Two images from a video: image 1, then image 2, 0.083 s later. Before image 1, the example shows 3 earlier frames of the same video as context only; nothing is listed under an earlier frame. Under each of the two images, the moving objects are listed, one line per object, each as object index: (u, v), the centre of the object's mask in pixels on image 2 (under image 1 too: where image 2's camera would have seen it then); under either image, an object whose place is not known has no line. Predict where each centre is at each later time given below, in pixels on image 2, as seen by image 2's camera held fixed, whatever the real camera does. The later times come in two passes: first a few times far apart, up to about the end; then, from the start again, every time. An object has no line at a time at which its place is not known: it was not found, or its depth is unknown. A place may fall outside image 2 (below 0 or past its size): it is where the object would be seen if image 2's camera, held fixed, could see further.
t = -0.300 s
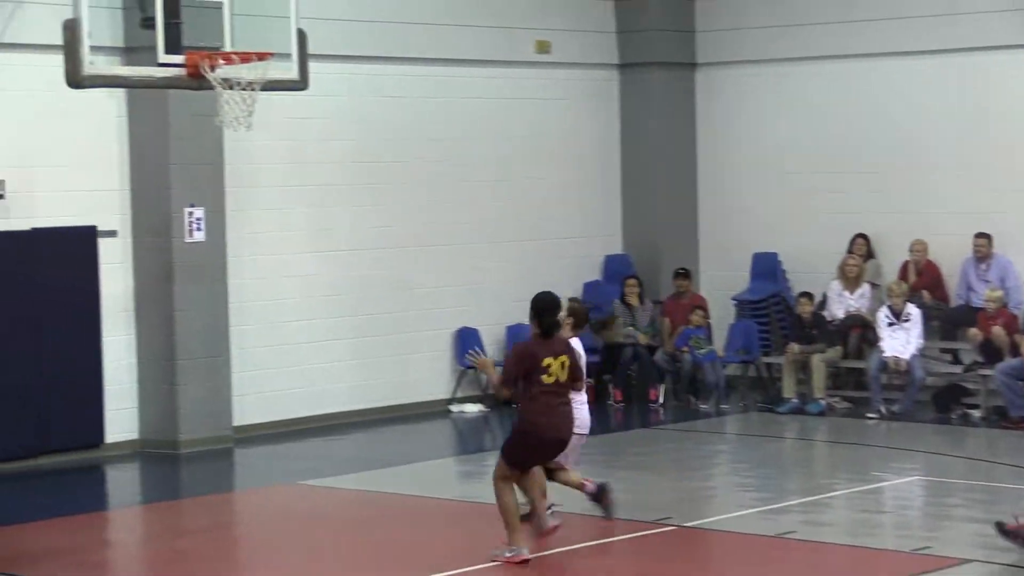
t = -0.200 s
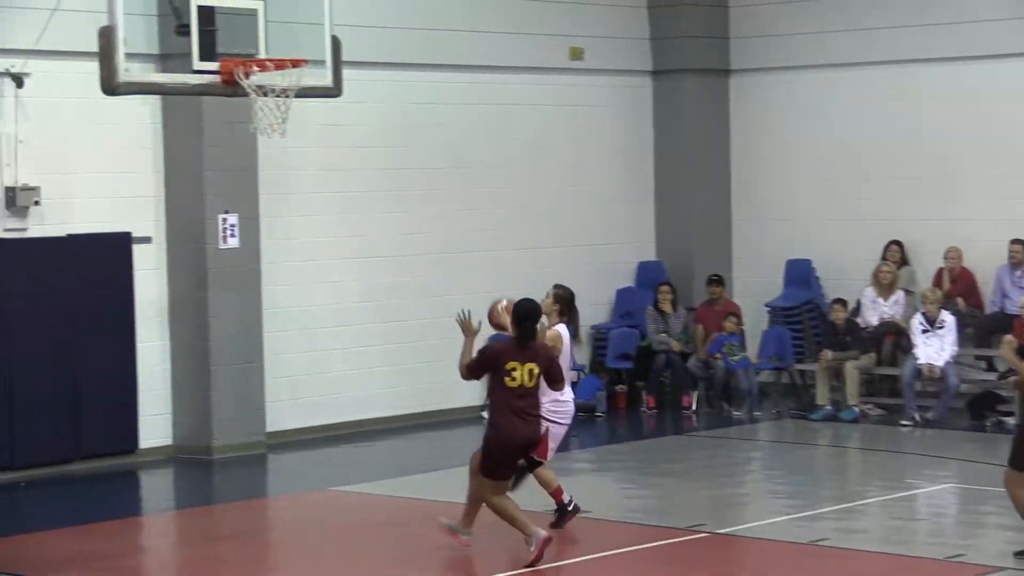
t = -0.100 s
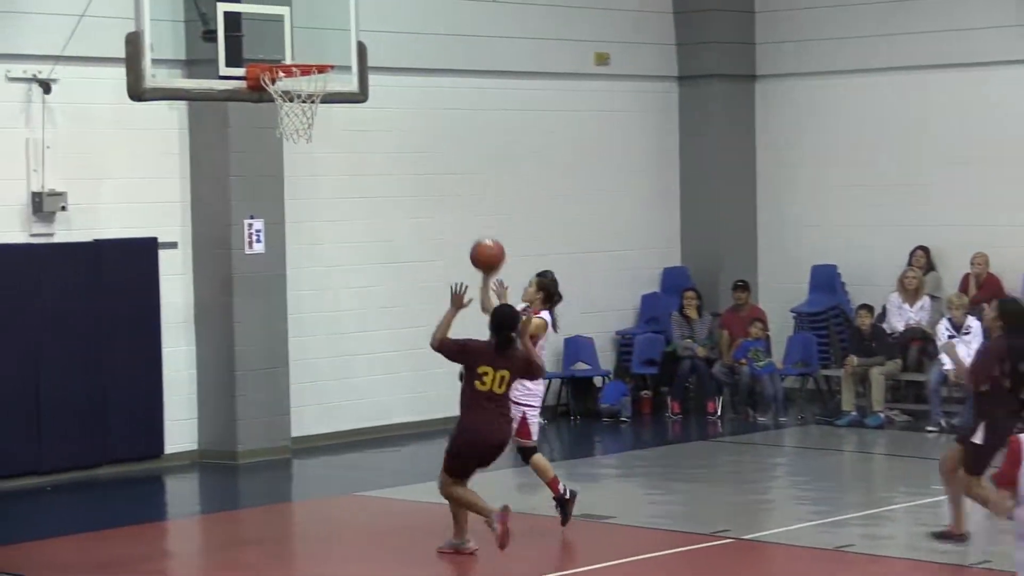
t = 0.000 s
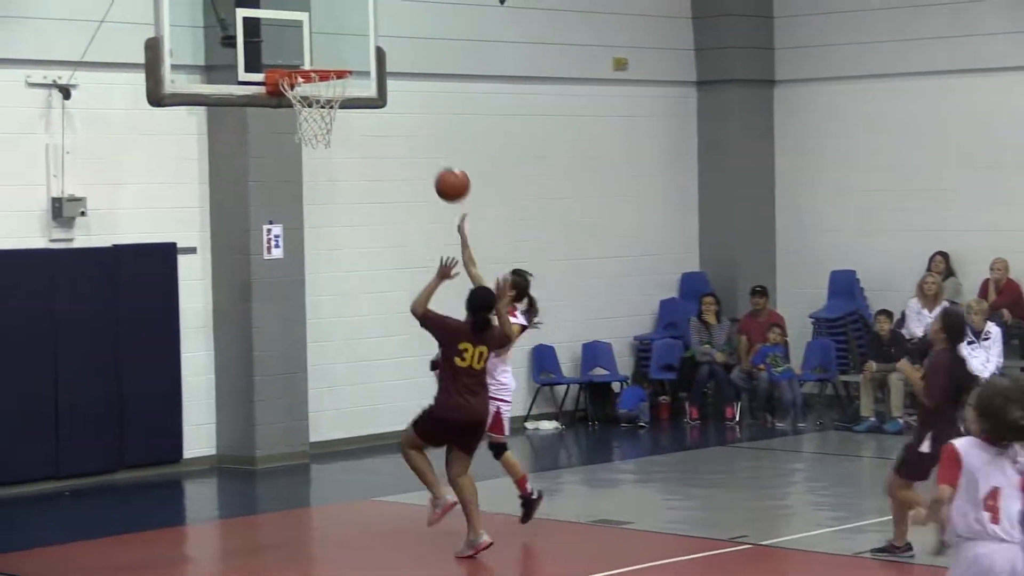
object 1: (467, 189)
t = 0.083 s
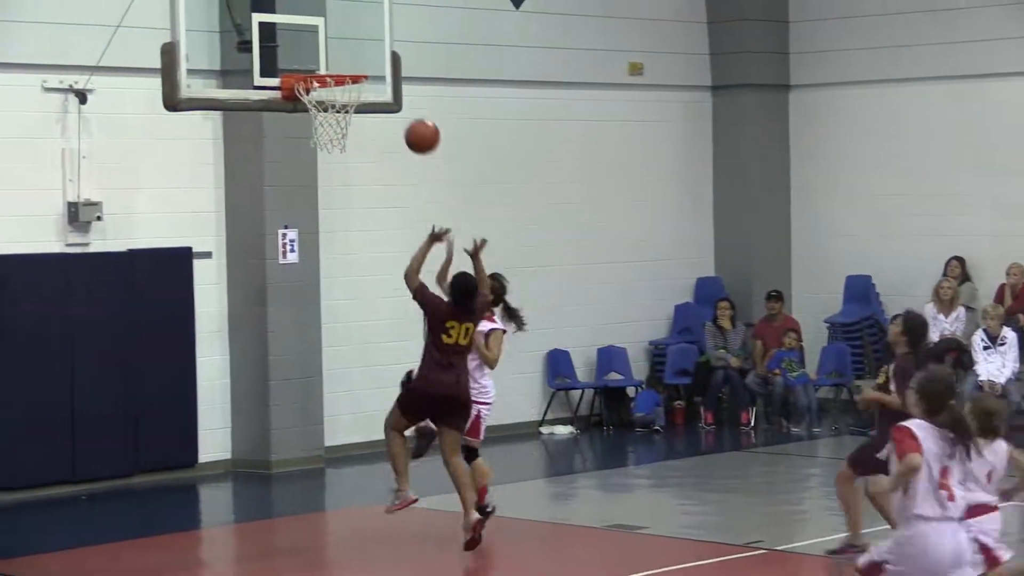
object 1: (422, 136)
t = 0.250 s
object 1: (342, 62)
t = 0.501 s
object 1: (356, 59)
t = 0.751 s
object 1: (373, 155)
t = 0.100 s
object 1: (413, 127)
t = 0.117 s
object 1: (404, 118)
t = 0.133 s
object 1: (395, 110)
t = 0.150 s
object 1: (386, 101)
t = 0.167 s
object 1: (379, 96)
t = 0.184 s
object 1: (373, 87)
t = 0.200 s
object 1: (364, 76)
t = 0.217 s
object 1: (351, 66)
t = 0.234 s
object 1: (342, 64)
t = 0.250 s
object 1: (342, 62)
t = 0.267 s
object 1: (344, 60)
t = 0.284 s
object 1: (344, 58)
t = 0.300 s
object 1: (345, 56)
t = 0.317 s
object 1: (346, 54)
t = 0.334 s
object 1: (347, 52)
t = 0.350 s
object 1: (348, 51)
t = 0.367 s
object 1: (349, 50)
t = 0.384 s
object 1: (349, 50)
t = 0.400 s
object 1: (351, 50)
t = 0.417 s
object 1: (351, 50)
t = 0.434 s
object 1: (352, 51)
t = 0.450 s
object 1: (353, 53)
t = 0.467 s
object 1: (354, 54)
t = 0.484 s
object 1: (355, 56)
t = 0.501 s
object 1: (356, 59)
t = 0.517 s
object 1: (357, 62)
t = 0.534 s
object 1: (358, 66)
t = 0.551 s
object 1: (359, 69)
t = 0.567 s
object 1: (360, 74)
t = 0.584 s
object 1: (361, 79)
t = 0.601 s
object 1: (362, 85)
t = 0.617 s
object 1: (363, 90)
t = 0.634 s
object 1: (365, 98)
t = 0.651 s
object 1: (366, 104)
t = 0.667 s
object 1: (367, 112)
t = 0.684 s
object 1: (368, 120)
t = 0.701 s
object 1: (369, 128)
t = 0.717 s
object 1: (370, 137)
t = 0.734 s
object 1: (372, 146)
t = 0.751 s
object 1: (373, 155)
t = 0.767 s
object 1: (374, 166)
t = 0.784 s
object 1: (376, 177)
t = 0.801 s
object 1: (377, 189)
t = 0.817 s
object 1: (378, 201)
